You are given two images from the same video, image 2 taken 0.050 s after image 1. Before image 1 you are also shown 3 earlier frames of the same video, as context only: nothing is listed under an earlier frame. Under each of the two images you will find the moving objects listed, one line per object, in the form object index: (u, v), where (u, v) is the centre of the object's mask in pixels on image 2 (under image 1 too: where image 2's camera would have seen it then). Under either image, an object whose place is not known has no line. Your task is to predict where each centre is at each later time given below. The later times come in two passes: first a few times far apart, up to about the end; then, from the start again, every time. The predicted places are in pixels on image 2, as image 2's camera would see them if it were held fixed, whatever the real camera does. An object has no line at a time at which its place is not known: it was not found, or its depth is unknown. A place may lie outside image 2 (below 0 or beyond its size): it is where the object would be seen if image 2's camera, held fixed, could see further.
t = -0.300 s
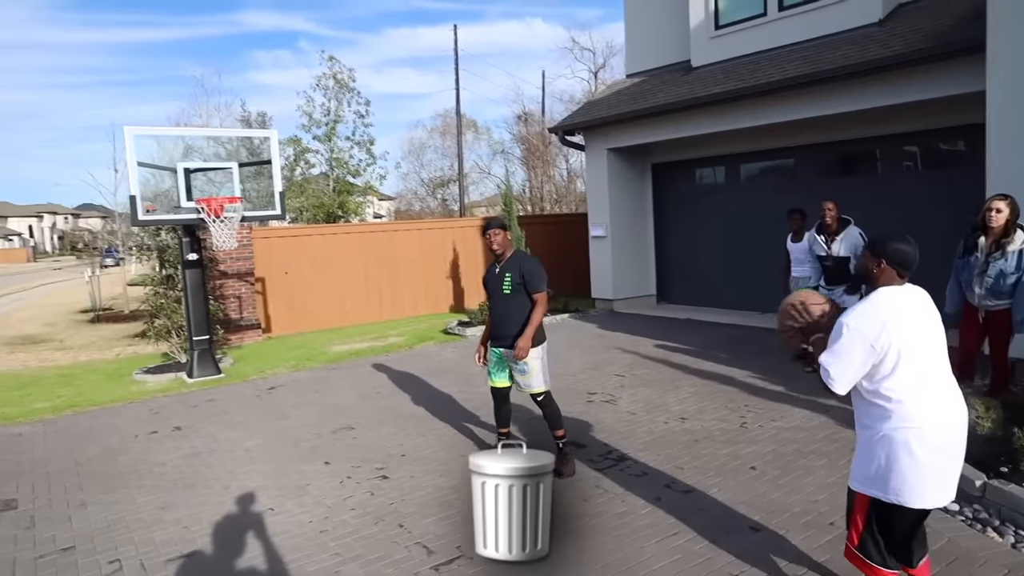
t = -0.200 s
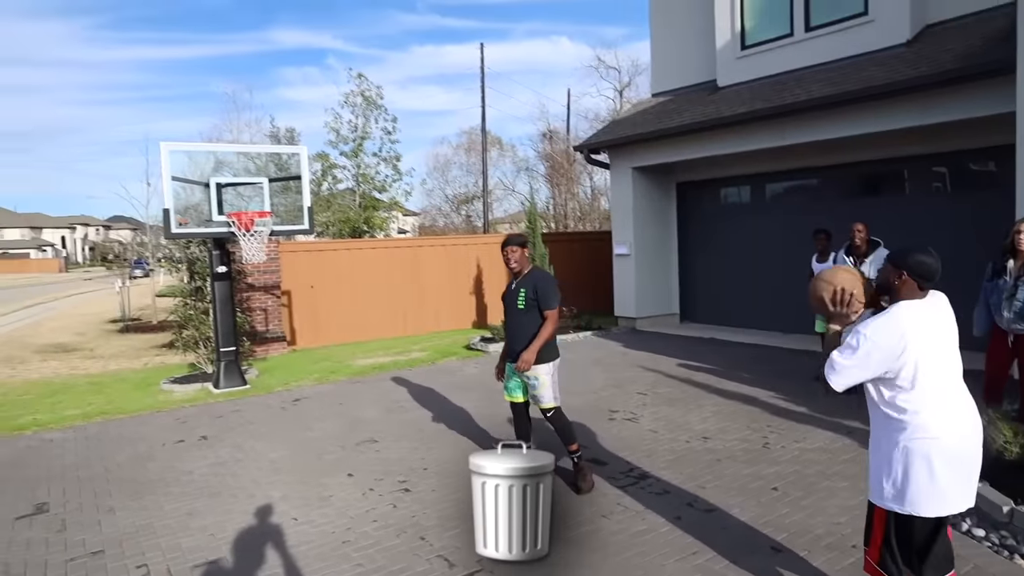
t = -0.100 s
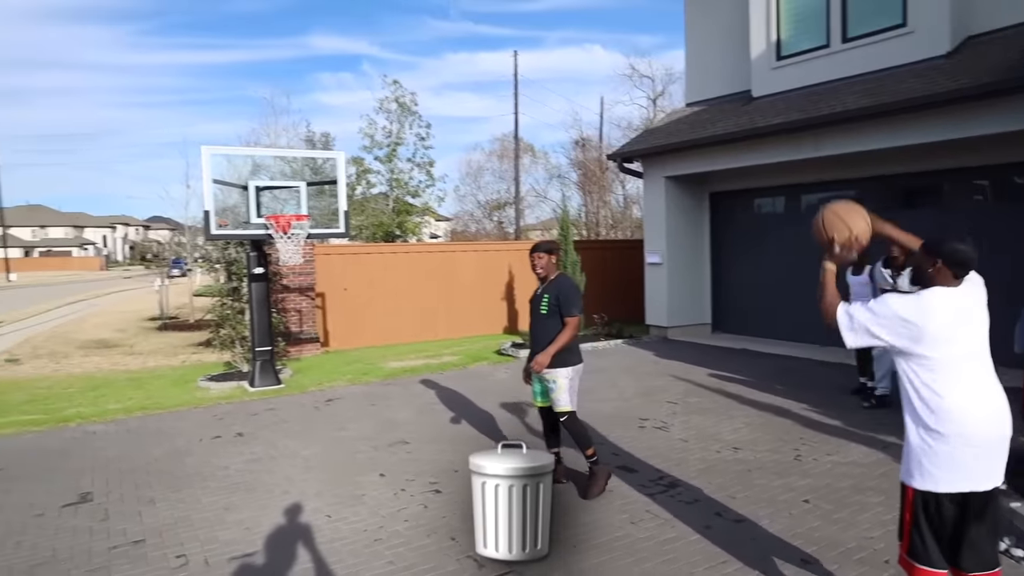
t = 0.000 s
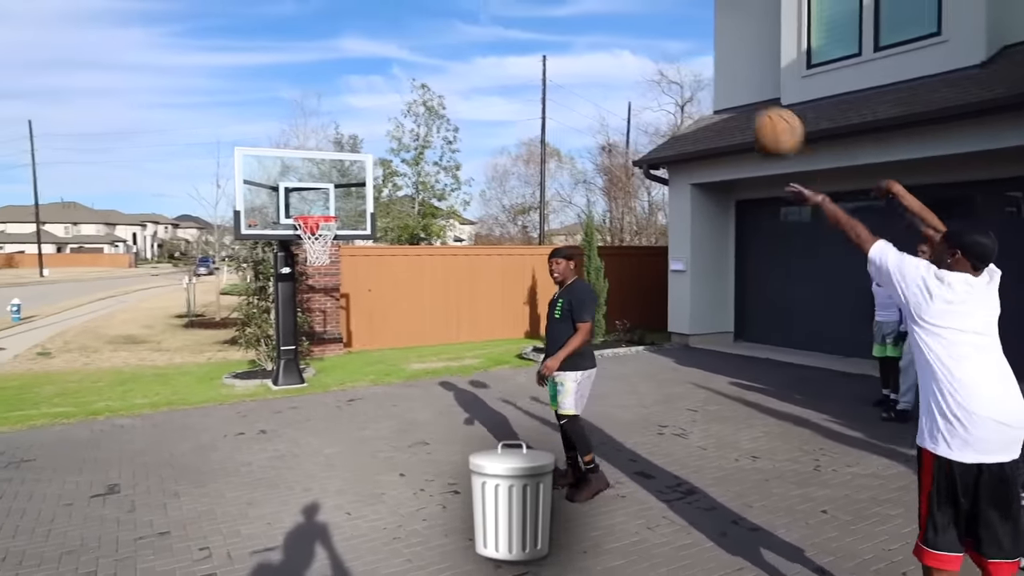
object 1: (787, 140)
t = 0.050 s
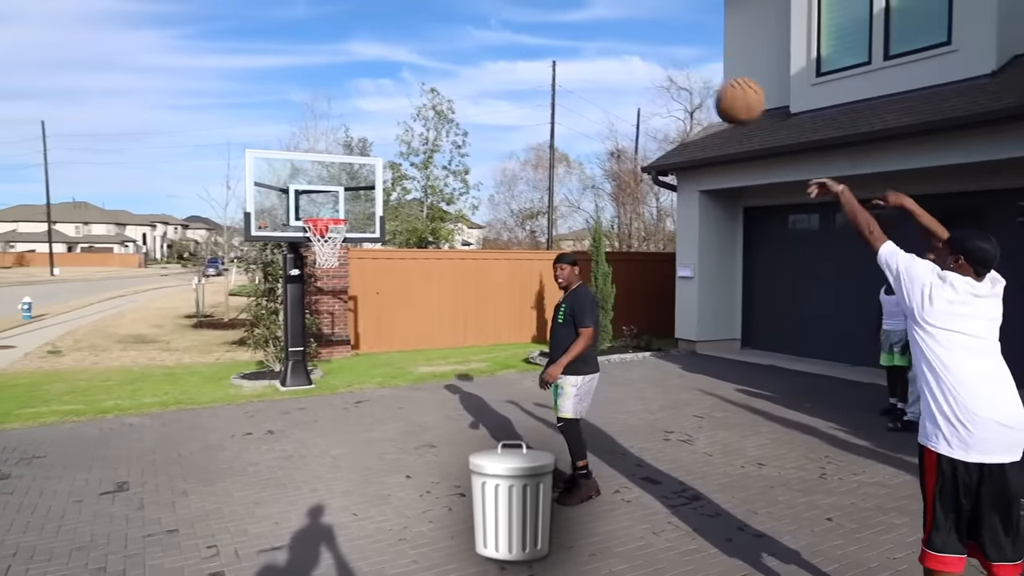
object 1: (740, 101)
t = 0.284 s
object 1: (580, 20)
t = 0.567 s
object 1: (461, 38)
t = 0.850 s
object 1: (380, 134)
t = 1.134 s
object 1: (354, 179)
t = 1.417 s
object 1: (379, 143)
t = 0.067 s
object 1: (725, 91)
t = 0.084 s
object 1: (711, 81)
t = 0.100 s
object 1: (698, 72)
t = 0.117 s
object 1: (685, 63)
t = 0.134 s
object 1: (673, 55)
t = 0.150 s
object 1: (662, 48)
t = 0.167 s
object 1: (651, 42)
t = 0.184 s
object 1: (640, 37)
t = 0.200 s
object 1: (630, 32)
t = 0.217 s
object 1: (619, 28)
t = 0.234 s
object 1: (609, 25)
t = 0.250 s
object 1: (599, 22)
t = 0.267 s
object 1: (590, 21)
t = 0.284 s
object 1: (580, 20)
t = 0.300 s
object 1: (572, 19)
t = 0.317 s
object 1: (563, 19)
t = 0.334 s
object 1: (556, 18)
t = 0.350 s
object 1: (548, 18)
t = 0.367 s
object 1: (540, 15)
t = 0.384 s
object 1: (532, 14)
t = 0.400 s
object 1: (526, 15)
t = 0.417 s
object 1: (519, 16)
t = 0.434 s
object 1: (511, 16)
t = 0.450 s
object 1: (505, 17)
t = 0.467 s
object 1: (498, 20)
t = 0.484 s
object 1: (491, 22)
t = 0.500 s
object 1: (485, 25)
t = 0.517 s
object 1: (479, 28)
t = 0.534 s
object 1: (473, 31)
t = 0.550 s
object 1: (467, 35)
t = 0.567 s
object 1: (461, 38)
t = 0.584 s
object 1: (455, 43)
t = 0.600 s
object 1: (450, 47)
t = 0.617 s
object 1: (444, 51)
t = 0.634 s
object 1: (439, 56)
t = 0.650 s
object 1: (434, 61)
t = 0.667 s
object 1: (429, 67)
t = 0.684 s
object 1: (424, 72)
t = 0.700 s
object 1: (420, 78)
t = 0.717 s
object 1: (415, 83)
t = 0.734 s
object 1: (411, 89)
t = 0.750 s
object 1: (406, 95)
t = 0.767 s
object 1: (402, 101)
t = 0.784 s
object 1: (398, 107)
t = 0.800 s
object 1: (393, 114)
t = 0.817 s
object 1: (389, 120)
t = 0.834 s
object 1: (385, 127)
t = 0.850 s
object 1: (380, 134)
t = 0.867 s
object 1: (377, 141)
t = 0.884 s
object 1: (374, 148)
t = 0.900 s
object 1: (370, 155)
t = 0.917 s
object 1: (366, 163)
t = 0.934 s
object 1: (364, 172)
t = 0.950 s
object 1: (359, 179)
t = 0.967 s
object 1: (358, 184)
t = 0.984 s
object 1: (352, 195)
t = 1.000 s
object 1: (349, 203)
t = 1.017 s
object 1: (345, 212)
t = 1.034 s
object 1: (345, 209)
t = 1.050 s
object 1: (347, 203)
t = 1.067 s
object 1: (349, 198)
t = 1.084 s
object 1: (350, 193)
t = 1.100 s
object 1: (351, 188)
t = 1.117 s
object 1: (352, 184)
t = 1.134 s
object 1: (354, 179)
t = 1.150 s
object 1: (355, 176)
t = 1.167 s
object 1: (356, 172)
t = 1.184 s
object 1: (357, 168)
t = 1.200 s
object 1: (359, 165)
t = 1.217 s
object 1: (360, 161)
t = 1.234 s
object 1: (362, 159)
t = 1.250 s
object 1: (363, 157)
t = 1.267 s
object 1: (365, 154)
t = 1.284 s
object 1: (366, 152)
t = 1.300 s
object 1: (367, 150)
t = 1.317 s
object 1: (369, 149)
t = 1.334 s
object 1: (370, 147)
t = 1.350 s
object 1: (372, 146)
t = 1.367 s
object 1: (374, 145)
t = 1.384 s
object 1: (375, 144)
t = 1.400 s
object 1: (377, 143)
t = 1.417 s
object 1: (379, 143)
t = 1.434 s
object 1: (379, 143)
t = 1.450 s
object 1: (380, 145)
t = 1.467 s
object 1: (380, 146)
